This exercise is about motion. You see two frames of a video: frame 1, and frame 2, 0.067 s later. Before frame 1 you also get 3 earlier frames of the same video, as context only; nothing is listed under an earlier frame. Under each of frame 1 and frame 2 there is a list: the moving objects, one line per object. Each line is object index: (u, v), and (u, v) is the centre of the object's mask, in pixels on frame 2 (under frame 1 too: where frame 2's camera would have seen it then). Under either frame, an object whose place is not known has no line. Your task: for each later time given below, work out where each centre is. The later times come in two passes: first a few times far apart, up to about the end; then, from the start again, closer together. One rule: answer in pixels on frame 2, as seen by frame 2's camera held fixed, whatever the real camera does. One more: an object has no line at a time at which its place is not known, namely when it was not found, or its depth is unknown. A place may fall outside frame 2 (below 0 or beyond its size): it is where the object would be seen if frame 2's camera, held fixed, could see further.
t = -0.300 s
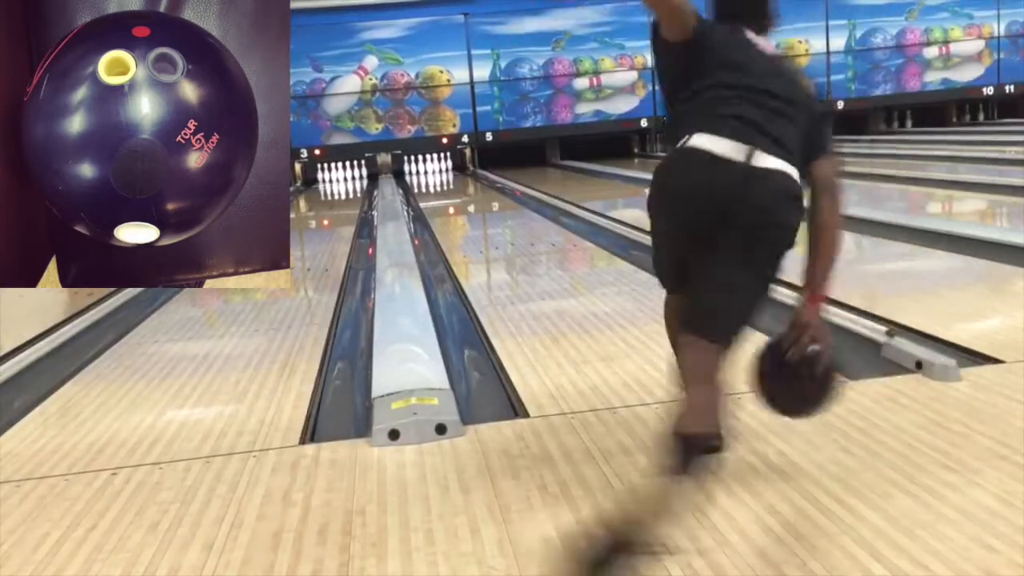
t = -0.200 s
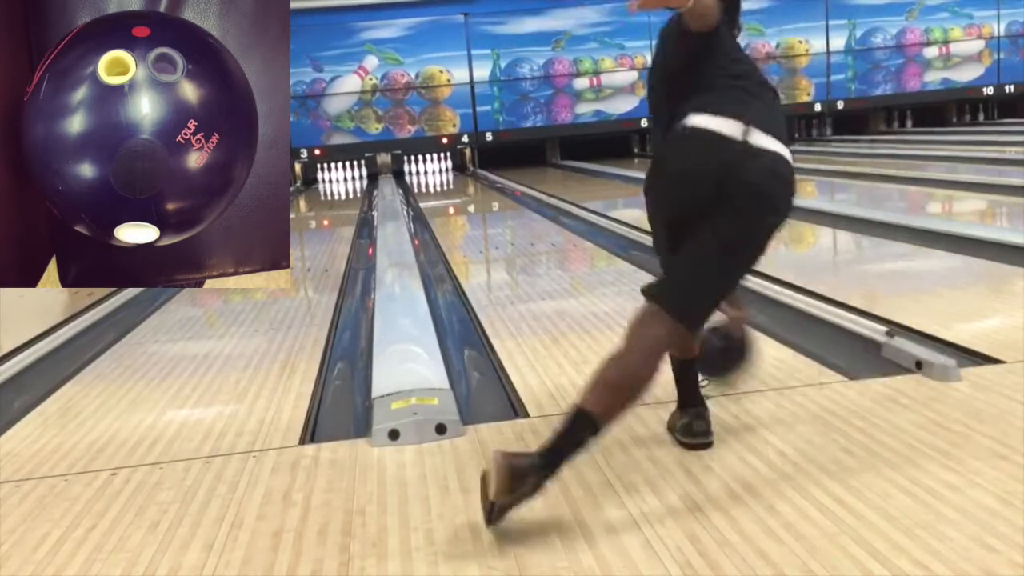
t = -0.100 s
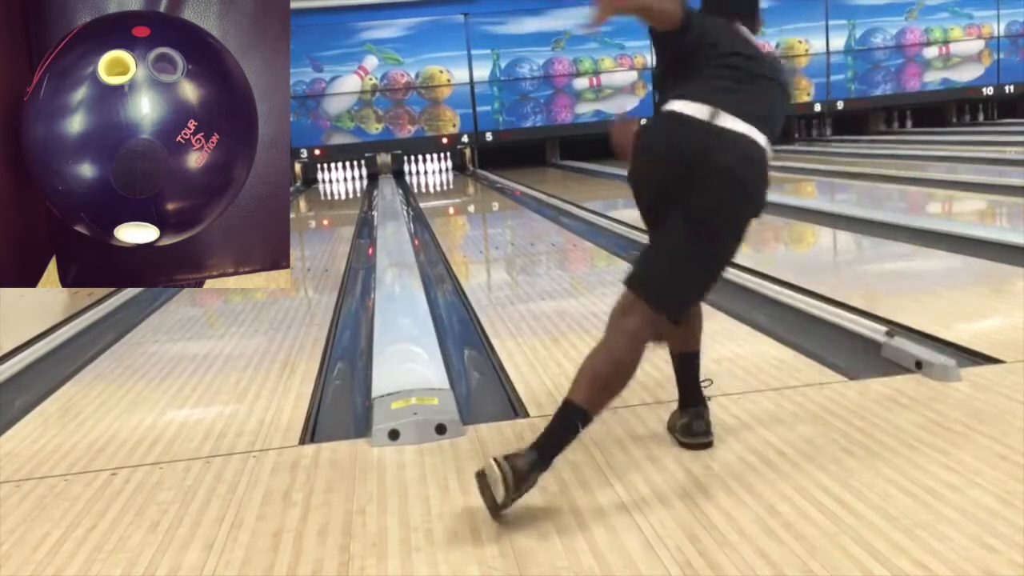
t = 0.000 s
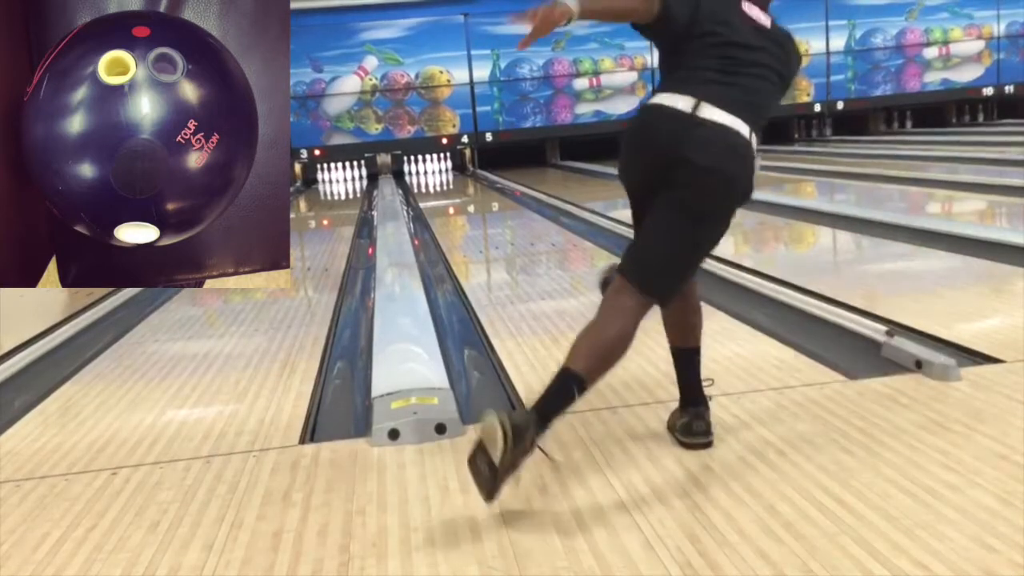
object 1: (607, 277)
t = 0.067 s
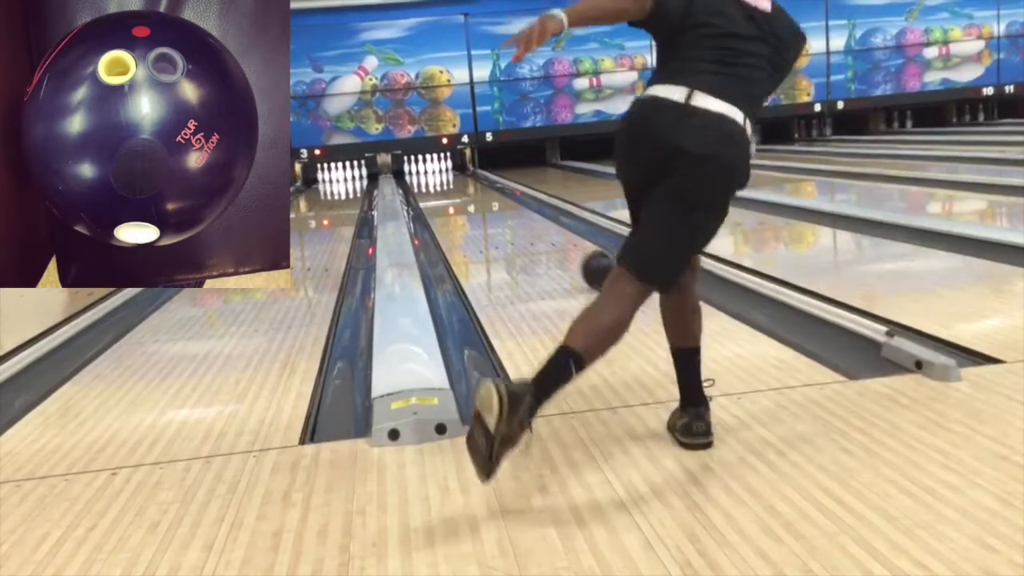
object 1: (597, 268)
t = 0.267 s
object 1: (556, 239)
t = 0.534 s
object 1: (520, 214)
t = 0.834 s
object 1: (496, 197)
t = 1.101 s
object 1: (479, 187)
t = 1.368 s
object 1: (467, 178)
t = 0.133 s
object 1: (583, 258)
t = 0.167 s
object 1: (576, 252)
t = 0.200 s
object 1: (568, 248)
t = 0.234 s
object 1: (562, 244)
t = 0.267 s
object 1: (556, 239)
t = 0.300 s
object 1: (551, 236)
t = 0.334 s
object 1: (546, 231)
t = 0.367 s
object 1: (540, 228)
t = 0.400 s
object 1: (536, 225)
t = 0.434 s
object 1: (532, 222)
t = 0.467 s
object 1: (528, 219)
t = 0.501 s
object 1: (525, 216)
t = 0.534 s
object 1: (520, 214)
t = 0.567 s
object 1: (517, 212)
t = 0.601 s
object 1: (514, 209)
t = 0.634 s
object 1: (512, 207)
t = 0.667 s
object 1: (508, 205)
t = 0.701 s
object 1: (505, 203)
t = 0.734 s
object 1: (502, 202)
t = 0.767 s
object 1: (500, 200)
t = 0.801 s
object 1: (498, 199)
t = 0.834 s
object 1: (496, 197)
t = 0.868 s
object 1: (493, 195)
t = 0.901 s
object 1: (491, 194)
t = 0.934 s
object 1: (489, 193)
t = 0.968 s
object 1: (486, 192)
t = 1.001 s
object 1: (484, 190)
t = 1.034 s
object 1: (482, 188)
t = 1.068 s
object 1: (481, 188)
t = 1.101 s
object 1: (479, 187)
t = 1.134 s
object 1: (478, 185)
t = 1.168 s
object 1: (476, 183)
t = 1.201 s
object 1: (474, 183)
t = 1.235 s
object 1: (473, 183)
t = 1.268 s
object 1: (472, 181)
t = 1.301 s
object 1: (470, 180)
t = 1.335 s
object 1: (469, 179)
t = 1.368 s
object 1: (467, 178)
